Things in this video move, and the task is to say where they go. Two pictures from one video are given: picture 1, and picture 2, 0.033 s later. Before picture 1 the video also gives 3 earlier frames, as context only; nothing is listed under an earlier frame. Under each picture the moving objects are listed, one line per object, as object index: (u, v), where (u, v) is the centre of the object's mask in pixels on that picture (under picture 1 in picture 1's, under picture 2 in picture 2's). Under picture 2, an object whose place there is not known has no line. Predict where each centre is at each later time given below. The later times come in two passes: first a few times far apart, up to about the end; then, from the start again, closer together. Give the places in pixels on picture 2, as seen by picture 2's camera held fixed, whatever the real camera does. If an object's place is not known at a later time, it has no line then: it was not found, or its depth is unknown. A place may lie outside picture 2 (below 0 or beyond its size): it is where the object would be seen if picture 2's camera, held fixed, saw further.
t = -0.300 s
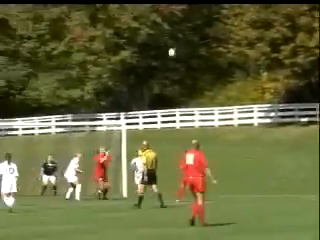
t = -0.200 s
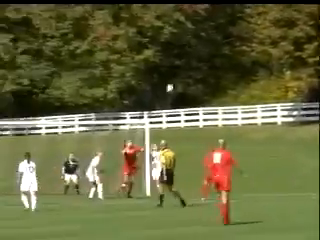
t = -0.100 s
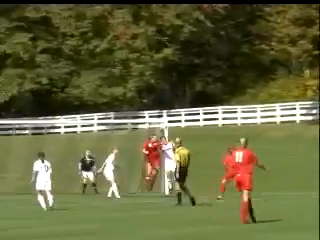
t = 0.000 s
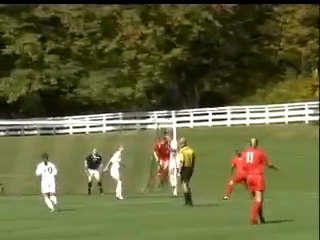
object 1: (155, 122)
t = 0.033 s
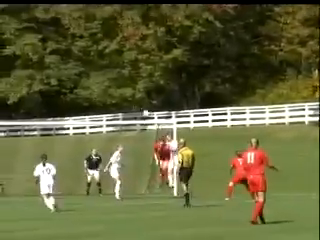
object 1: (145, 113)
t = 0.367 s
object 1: (87, 66)
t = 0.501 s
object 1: (65, 58)
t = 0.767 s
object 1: (20, 59)
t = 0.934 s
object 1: (-6, 72)
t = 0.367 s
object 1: (87, 66)
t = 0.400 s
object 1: (81, 63)
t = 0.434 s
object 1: (76, 61)
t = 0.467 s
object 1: (70, 59)
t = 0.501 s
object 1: (65, 58)
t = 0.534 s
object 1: (60, 56)
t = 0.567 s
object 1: (53, 56)
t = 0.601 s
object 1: (48, 55)
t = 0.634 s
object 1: (42, 55)
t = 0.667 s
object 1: (37, 56)
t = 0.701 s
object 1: (31, 56)
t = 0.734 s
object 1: (25, 57)
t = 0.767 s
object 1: (20, 59)
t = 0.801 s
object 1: (14, 61)
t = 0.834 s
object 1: (9, 63)
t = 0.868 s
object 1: (4, 66)
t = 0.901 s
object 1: (-1, 69)
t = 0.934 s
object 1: (-6, 72)
